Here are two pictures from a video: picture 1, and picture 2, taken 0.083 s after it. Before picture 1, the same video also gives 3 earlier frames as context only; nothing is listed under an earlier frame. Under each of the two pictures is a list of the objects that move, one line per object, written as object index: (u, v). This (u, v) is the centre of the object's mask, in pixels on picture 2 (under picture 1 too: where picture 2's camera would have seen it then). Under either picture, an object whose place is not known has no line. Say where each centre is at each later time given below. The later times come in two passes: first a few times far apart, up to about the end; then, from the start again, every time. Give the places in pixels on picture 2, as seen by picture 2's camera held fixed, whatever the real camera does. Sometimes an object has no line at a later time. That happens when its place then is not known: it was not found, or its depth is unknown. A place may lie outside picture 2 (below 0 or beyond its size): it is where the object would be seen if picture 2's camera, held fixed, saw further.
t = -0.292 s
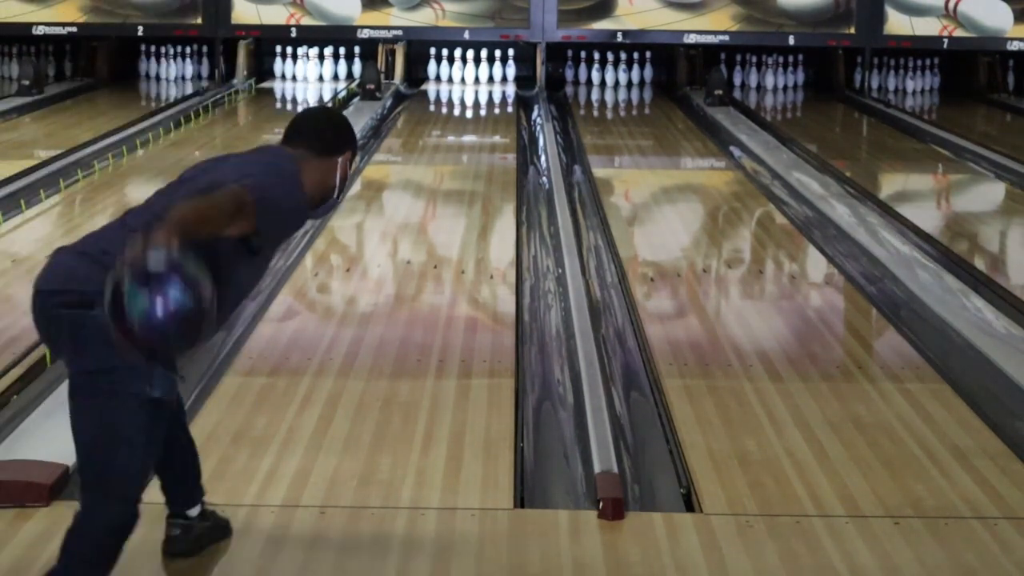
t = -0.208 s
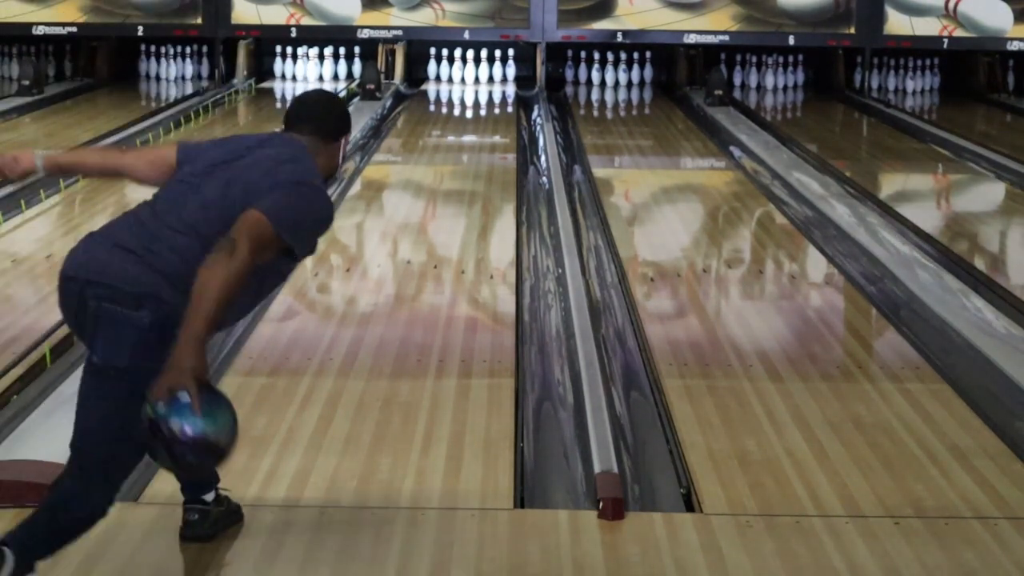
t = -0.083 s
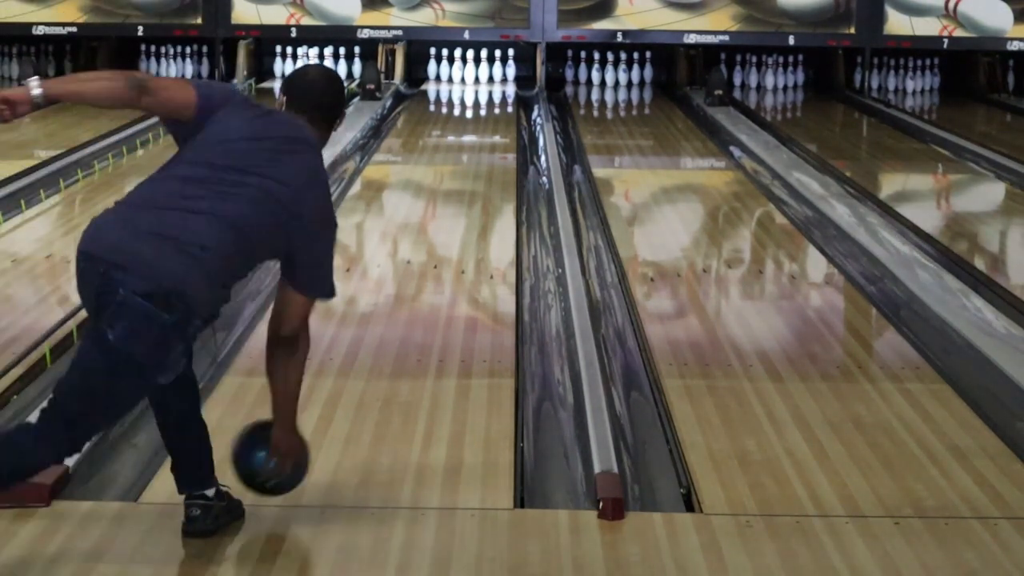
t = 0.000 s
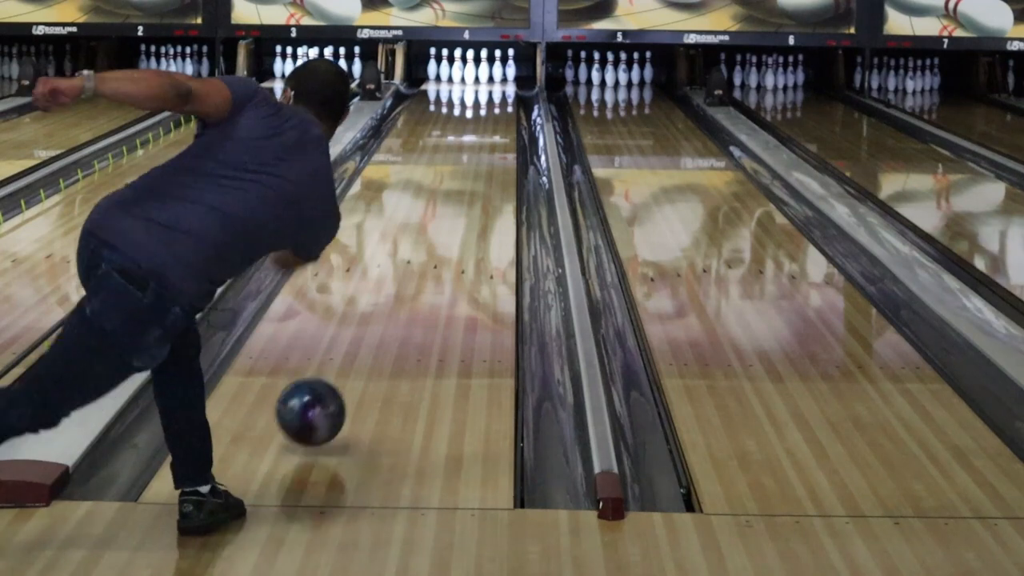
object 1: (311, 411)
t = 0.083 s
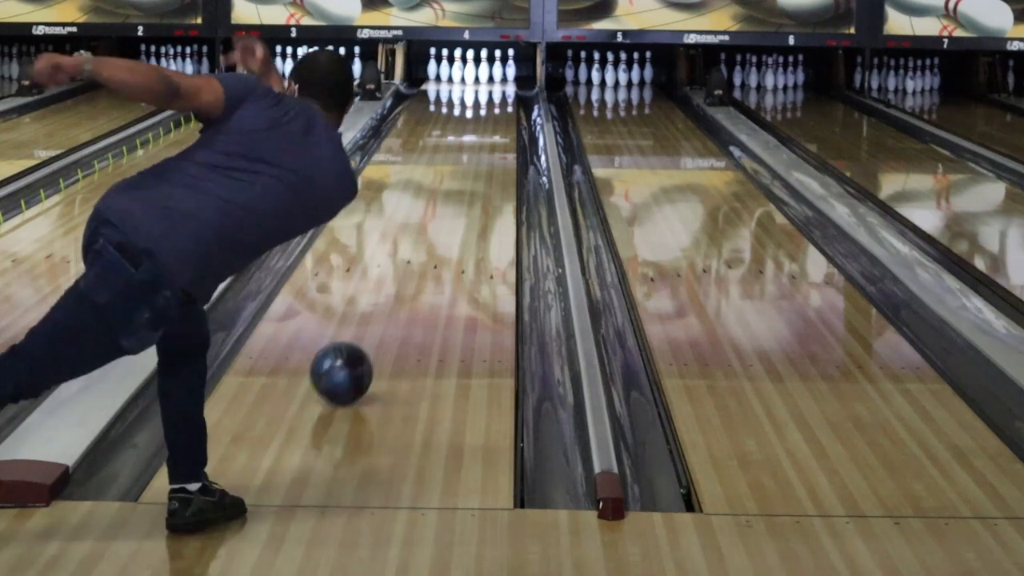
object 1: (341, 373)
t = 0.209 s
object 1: (377, 317)
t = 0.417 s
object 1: (419, 251)
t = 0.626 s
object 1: (448, 206)
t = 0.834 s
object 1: (468, 172)
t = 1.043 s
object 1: (483, 147)
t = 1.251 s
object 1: (494, 127)
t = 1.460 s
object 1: (500, 110)
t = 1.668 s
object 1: (498, 97)
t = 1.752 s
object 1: (496, 92)
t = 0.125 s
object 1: (354, 353)
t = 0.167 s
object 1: (366, 335)
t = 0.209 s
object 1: (377, 317)
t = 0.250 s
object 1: (387, 302)
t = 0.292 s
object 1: (396, 288)
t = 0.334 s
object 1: (404, 274)
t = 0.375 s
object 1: (412, 263)
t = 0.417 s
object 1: (419, 251)
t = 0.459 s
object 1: (426, 241)
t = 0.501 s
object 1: (432, 231)
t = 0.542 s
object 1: (438, 222)
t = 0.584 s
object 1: (443, 214)
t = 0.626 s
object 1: (448, 206)
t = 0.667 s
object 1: (452, 199)
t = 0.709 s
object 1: (457, 191)
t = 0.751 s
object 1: (461, 184)
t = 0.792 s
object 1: (465, 178)
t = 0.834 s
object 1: (468, 172)
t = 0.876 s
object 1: (471, 166)
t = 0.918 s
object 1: (475, 161)
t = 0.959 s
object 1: (477, 156)
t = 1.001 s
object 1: (480, 151)
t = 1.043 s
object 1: (483, 147)
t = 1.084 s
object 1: (486, 142)
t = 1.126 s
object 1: (488, 138)
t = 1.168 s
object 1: (490, 134)
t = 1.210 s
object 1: (492, 130)
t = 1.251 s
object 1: (494, 127)
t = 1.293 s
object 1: (496, 123)
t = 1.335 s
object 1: (497, 120)
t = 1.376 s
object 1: (498, 117)
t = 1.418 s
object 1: (498, 112)
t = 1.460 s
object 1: (500, 110)
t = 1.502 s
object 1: (500, 108)
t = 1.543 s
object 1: (500, 104)
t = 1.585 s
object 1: (499, 102)
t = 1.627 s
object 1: (498, 99)
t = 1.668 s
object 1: (498, 97)
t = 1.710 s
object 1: (497, 95)
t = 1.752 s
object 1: (496, 92)
